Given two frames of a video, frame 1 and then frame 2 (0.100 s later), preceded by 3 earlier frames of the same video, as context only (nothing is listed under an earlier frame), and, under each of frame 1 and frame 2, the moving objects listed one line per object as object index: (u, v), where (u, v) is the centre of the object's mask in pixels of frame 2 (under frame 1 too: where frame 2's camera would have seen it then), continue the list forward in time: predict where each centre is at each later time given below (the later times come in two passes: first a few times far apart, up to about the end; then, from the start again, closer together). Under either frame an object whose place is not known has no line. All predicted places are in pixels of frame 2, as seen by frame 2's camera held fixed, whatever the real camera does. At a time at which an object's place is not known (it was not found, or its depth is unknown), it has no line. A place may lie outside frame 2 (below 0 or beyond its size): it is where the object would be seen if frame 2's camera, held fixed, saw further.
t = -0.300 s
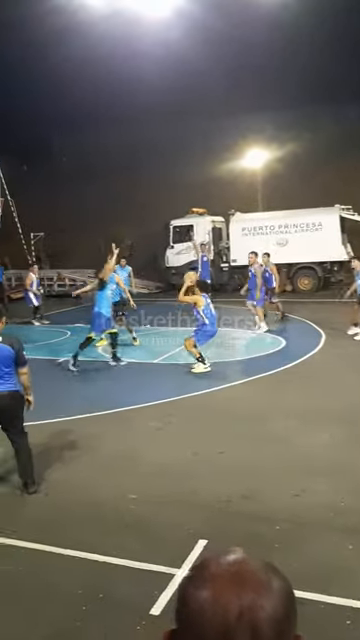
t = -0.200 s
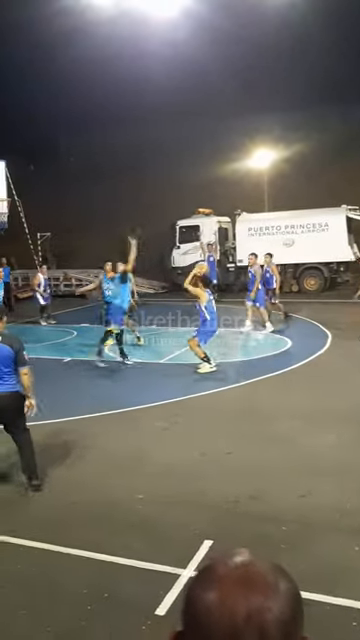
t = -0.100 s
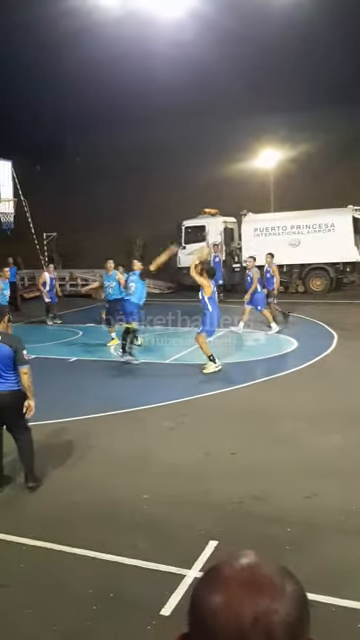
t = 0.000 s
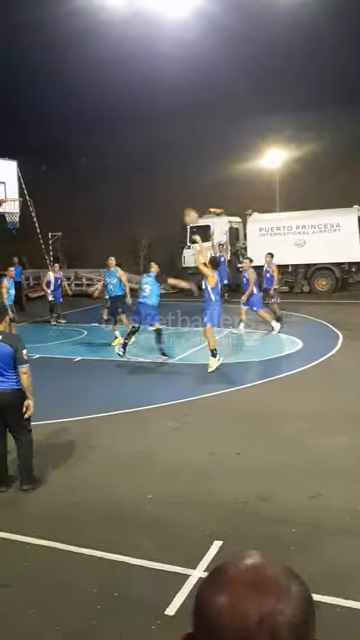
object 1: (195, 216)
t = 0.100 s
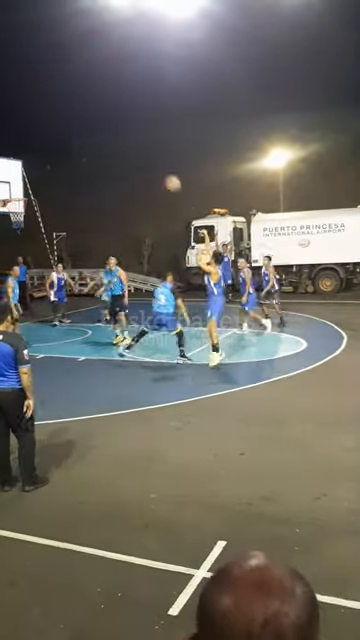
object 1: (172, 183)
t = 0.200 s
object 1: (152, 158)
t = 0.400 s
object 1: (115, 127)
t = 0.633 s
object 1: (78, 123)
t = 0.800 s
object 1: (56, 137)
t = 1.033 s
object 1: (31, 176)
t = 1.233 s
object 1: (14, 191)
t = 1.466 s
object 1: (28, 191)
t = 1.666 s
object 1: (45, 211)
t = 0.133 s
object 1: (166, 173)
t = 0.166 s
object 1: (159, 165)
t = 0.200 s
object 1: (152, 158)
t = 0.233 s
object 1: (145, 151)
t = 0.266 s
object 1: (139, 144)
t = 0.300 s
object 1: (132, 139)
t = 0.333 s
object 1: (126, 134)
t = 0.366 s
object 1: (121, 131)
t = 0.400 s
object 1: (115, 127)
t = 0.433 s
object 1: (109, 125)
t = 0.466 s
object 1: (104, 123)
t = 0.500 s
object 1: (98, 122)
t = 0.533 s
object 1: (93, 121)
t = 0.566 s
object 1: (88, 121)
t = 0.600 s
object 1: (83, 122)
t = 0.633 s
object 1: (78, 123)
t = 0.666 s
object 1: (73, 125)
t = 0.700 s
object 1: (69, 128)
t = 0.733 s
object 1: (65, 130)
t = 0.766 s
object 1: (60, 134)
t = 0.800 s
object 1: (56, 137)
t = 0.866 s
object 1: (48, 147)
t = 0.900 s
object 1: (44, 152)
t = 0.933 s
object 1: (41, 157)
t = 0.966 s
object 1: (37, 163)
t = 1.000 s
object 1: (33, 169)
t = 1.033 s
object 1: (31, 176)
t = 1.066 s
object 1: (28, 183)
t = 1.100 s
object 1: (25, 190)
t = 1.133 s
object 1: (22, 194)
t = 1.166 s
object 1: (20, 192)
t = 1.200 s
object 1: (18, 191)
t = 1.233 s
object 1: (14, 191)
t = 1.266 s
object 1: (14, 191)
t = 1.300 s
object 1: (17, 189)
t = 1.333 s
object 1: (19, 189)
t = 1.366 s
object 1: (22, 189)
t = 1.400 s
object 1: (24, 189)
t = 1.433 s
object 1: (26, 190)
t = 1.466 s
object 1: (28, 191)
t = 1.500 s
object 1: (31, 193)
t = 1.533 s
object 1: (34, 196)
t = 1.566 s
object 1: (38, 199)
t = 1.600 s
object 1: (40, 202)
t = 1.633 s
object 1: (43, 206)
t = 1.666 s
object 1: (45, 211)
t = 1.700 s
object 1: (48, 216)
